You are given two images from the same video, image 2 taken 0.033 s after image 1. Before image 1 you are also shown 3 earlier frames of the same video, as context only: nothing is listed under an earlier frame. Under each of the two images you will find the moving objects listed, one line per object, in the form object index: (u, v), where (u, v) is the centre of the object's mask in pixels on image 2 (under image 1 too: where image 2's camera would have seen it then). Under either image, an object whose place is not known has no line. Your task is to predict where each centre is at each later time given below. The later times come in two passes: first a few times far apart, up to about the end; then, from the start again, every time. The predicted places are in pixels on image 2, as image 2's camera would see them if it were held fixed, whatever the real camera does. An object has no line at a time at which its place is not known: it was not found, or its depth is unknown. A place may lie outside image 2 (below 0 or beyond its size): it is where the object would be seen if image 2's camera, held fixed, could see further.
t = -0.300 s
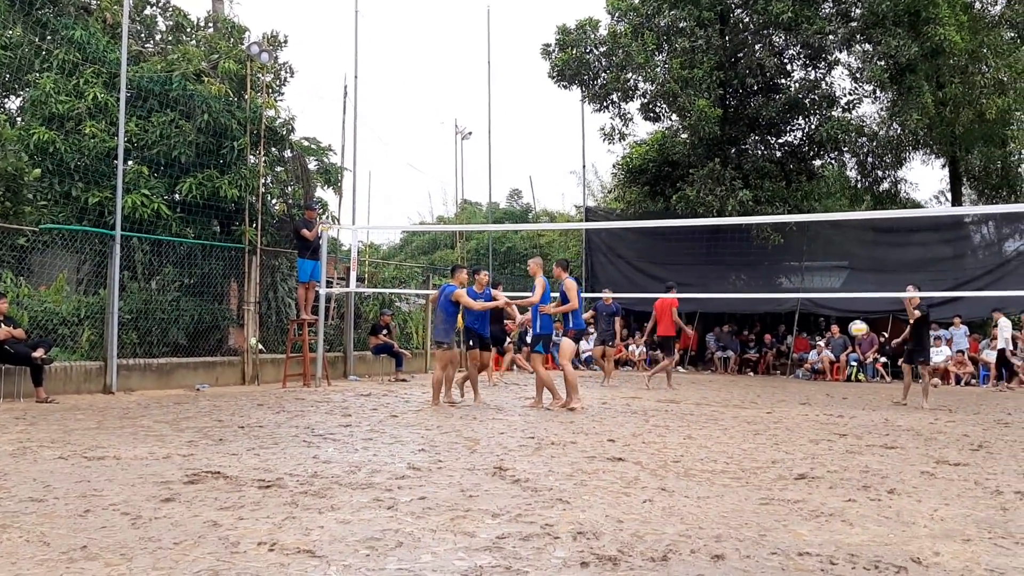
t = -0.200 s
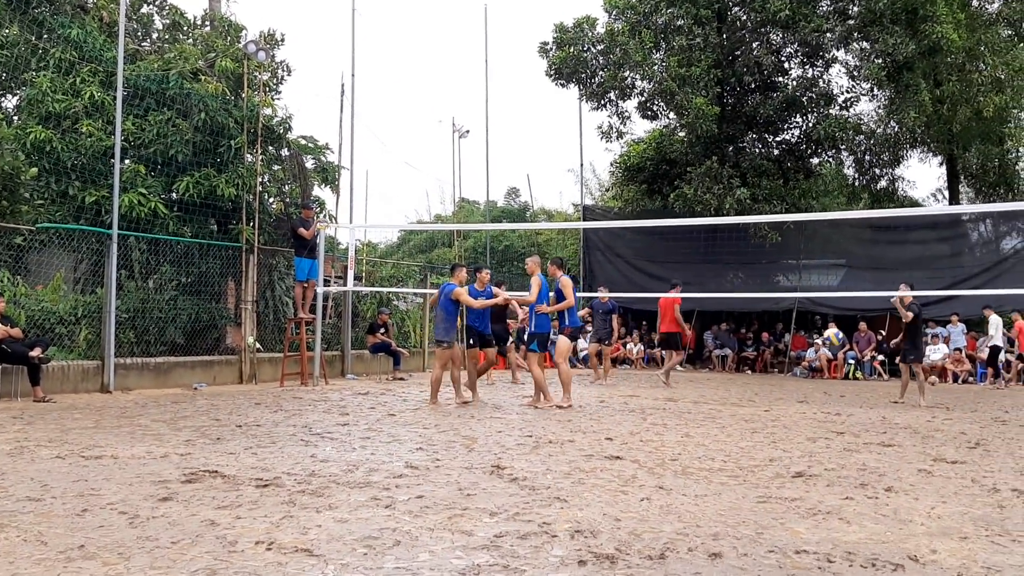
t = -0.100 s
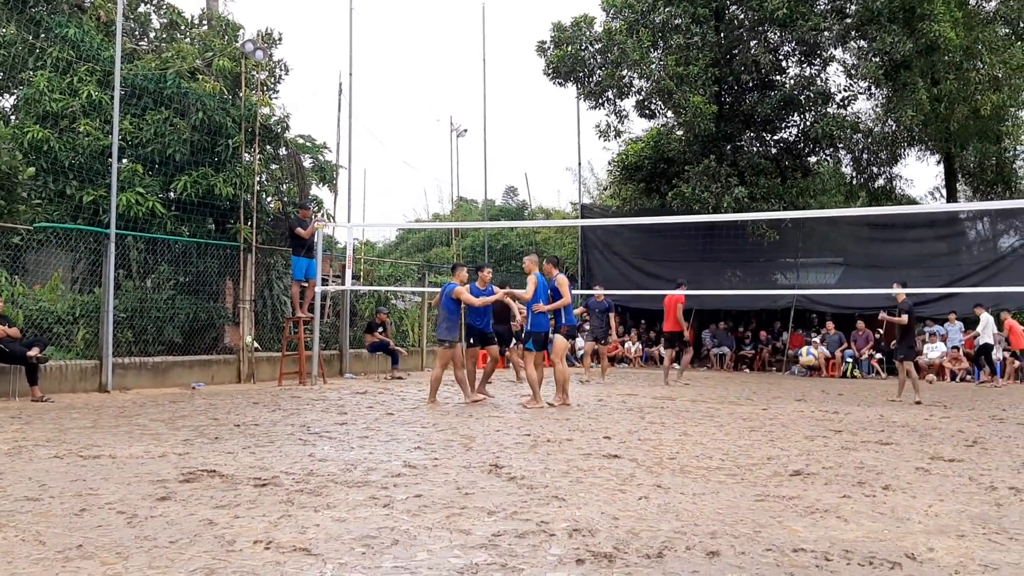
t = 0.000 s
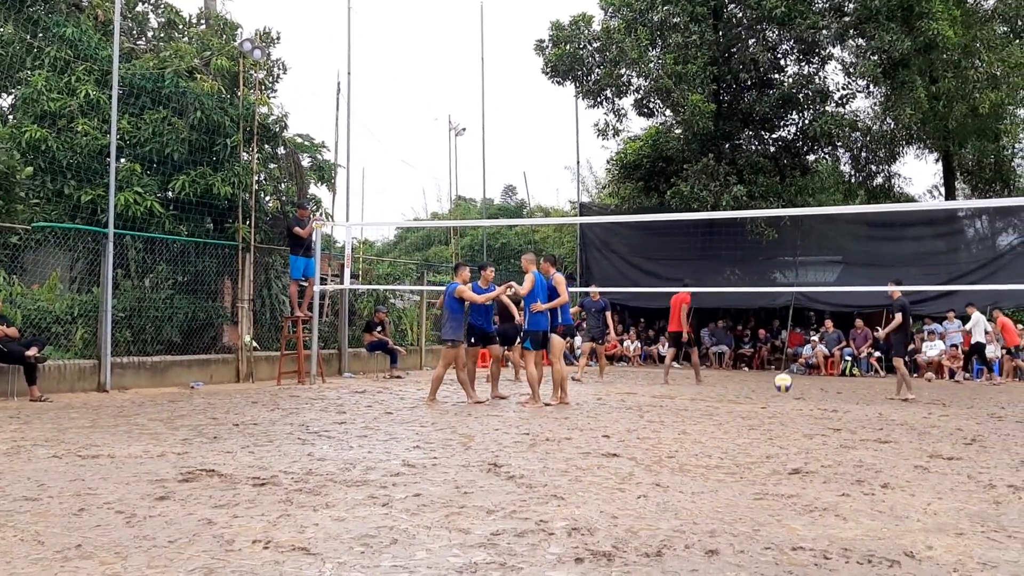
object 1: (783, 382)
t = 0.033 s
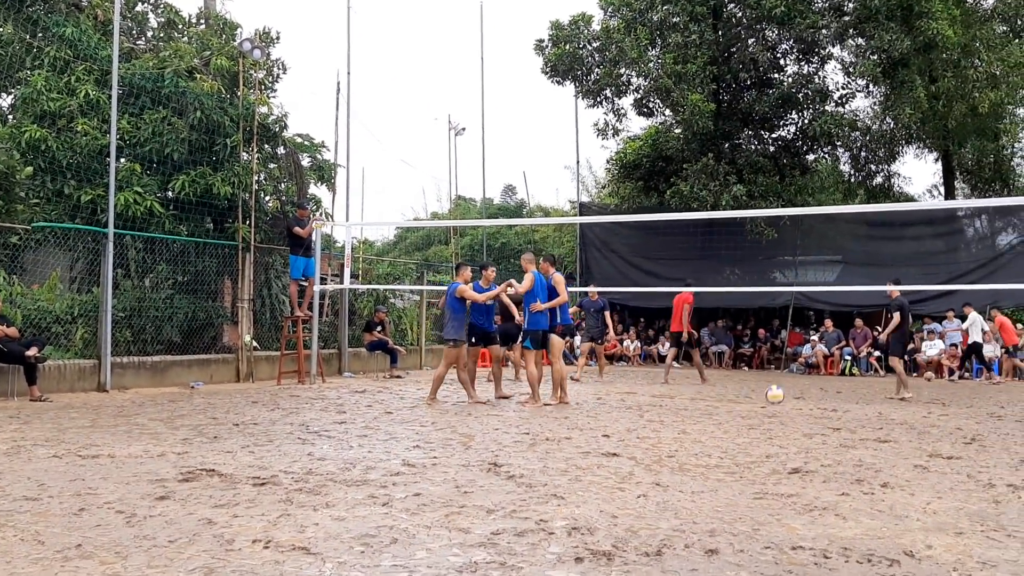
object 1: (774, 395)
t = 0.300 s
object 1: (741, 410)
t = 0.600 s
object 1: (711, 411)
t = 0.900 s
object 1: (686, 414)
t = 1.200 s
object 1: (666, 416)
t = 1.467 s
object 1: (655, 417)
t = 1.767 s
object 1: (649, 419)
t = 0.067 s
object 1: (767, 407)
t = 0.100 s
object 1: (762, 406)
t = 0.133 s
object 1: (759, 406)
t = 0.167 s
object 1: (756, 406)
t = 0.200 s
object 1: (751, 408)
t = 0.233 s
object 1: (748, 409)
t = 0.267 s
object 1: (744, 409)
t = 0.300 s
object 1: (741, 410)
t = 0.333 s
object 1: (737, 408)
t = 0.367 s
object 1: (734, 407)
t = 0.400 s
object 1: (730, 407)
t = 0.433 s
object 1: (727, 409)
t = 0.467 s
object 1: (724, 411)
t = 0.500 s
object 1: (721, 411)
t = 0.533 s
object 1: (717, 411)
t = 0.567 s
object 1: (714, 412)
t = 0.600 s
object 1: (711, 411)
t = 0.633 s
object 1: (708, 412)
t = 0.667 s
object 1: (705, 413)
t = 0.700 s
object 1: (701, 413)
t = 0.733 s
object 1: (699, 413)
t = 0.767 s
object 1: (696, 414)
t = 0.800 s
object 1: (694, 414)
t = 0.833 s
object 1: (692, 415)
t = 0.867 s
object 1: (689, 414)
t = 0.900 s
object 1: (686, 414)
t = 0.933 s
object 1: (684, 414)
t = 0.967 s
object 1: (681, 415)
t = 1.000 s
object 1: (679, 415)
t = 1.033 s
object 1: (677, 416)
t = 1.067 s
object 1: (675, 415)
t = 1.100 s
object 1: (672, 415)
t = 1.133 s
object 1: (670, 416)
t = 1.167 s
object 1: (668, 416)
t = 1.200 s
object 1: (666, 416)
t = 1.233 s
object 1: (665, 416)
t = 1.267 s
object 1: (663, 416)
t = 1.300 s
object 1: (661, 417)
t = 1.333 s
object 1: (660, 417)
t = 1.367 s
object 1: (658, 417)
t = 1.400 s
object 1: (657, 417)
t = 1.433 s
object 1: (656, 417)
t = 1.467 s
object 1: (655, 417)
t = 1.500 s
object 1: (654, 417)
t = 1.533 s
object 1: (653, 417)
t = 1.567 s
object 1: (652, 417)
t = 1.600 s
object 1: (652, 417)
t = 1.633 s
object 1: (651, 418)
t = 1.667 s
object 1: (651, 418)
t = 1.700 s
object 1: (650, 418)
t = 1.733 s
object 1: (650, 418)
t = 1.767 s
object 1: (649, 419)
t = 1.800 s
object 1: (649, 418)
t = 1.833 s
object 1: (648, 418)
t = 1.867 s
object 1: (648, 418)
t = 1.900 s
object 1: (647, 418)
